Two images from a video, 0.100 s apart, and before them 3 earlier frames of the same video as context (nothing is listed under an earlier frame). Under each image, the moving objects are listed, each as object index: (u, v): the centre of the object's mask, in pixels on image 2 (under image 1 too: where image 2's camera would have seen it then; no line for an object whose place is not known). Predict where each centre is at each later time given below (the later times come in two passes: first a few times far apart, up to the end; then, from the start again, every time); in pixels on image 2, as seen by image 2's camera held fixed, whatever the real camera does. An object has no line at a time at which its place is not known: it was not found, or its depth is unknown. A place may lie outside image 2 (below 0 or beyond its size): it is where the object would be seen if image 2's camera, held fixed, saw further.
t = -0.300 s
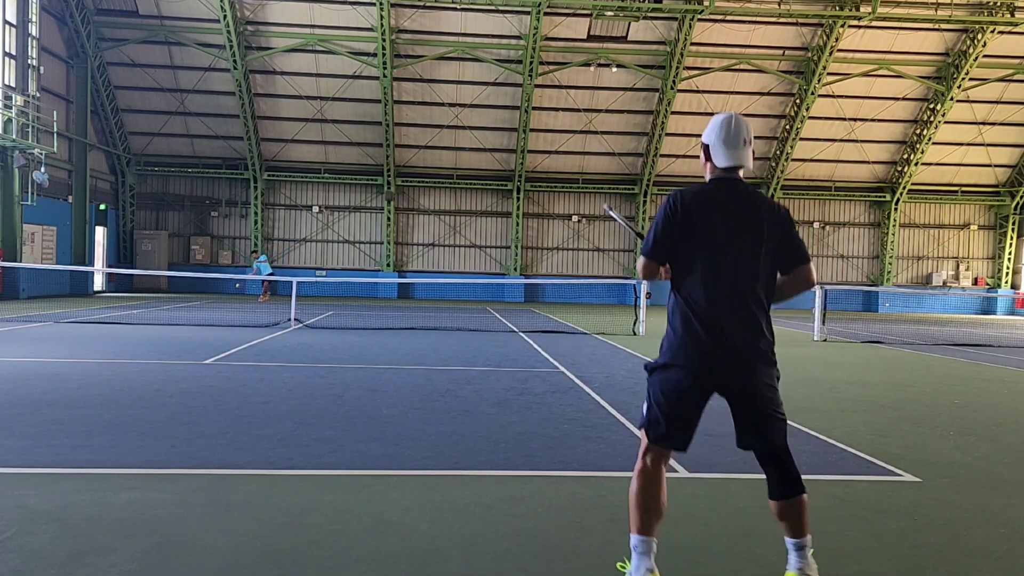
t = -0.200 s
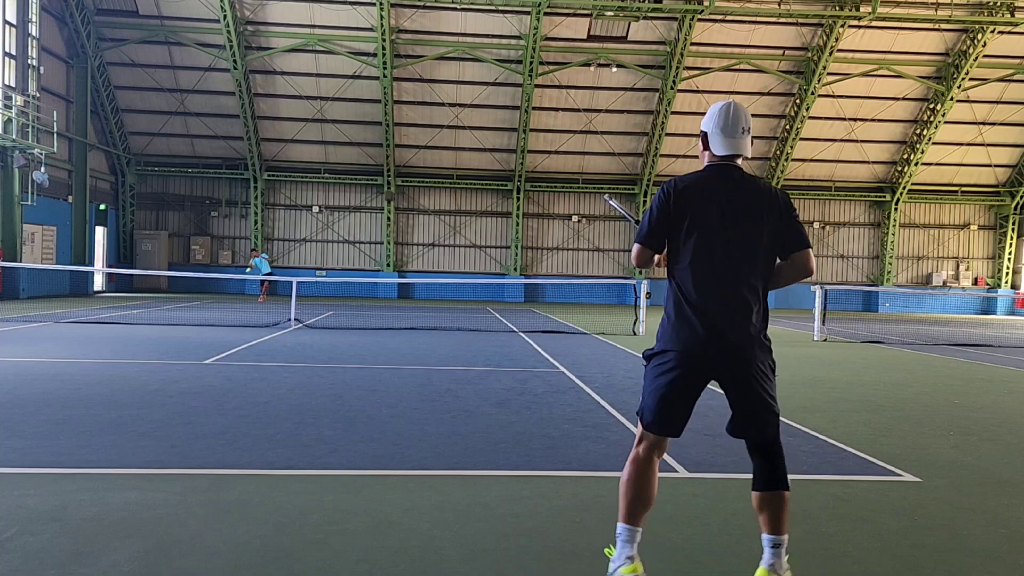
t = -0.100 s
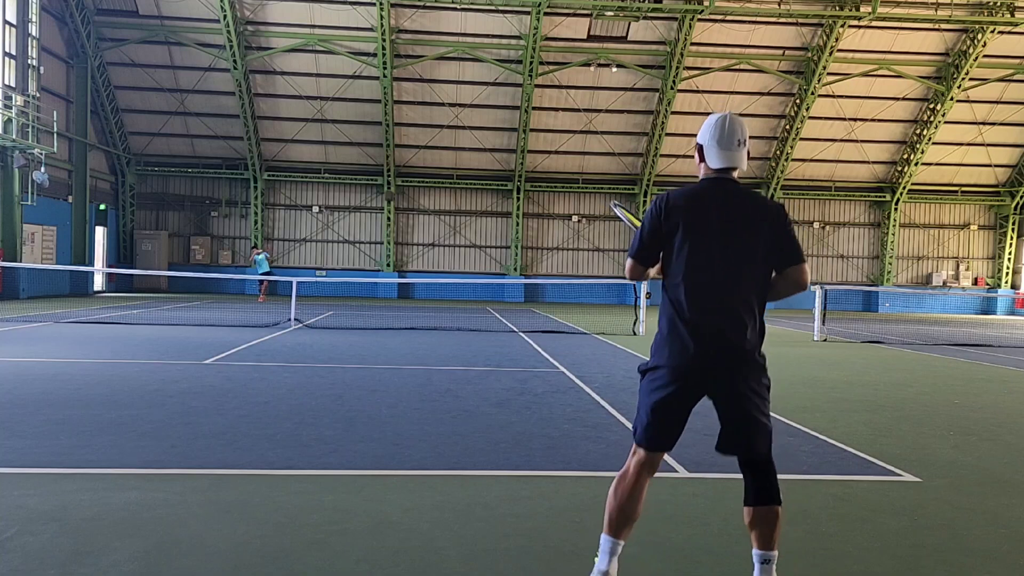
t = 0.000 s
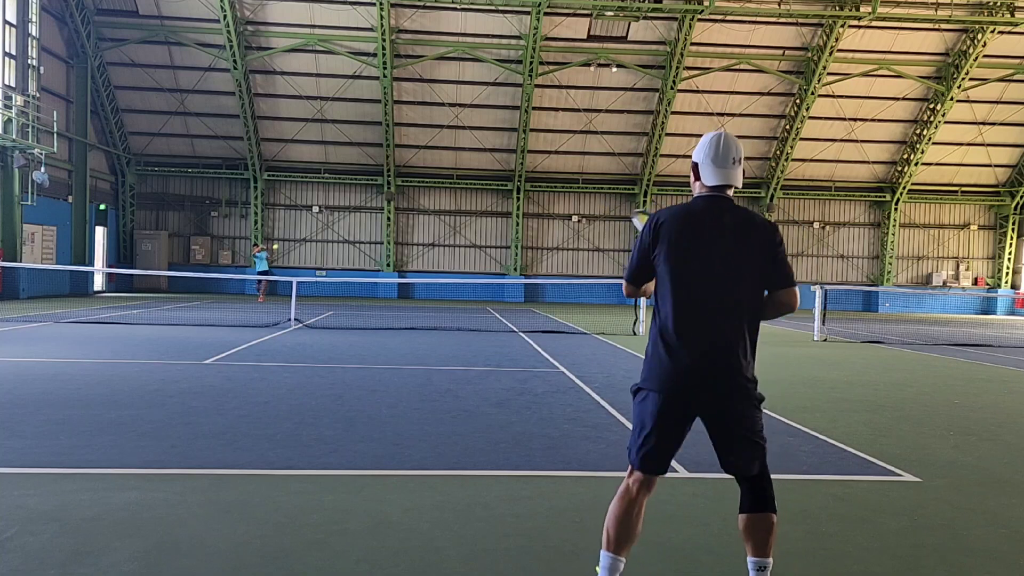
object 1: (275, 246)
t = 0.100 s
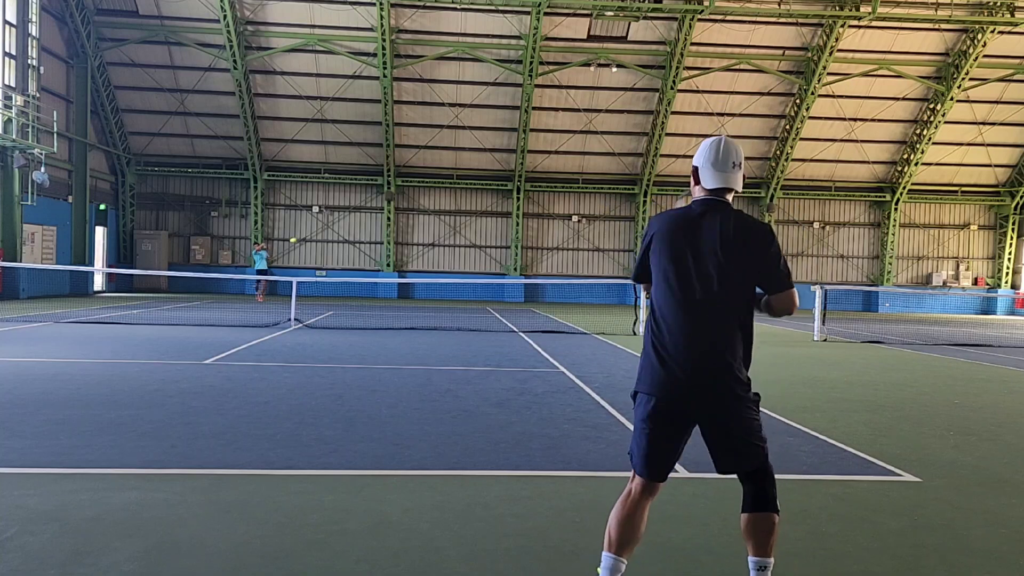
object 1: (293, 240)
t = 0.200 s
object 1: (314, 239)
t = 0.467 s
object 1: (397, 273)
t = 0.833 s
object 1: (624, 365)
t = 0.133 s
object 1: (299, 239)
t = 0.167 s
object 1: (307, 239)
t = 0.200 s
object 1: (314, 239)
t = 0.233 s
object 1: (322, 240)
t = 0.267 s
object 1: (330, 241)
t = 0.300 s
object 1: (340, 244)
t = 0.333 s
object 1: (349, 247)
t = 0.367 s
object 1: (360, 251)
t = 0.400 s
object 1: (372, 257)
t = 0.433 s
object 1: (384, 265)
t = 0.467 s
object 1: (397, 273)
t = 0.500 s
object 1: (412, 284)
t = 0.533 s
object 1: (428, 296)
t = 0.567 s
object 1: (445, 310)
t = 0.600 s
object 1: (464, 328)
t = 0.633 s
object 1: (486, 349)
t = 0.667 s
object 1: (508, 373)
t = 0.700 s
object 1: (535, 402)
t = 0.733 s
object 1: (557, 399)
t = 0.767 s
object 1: (577, 387)
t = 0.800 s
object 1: (600, 376)
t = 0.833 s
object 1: (624, 365)
